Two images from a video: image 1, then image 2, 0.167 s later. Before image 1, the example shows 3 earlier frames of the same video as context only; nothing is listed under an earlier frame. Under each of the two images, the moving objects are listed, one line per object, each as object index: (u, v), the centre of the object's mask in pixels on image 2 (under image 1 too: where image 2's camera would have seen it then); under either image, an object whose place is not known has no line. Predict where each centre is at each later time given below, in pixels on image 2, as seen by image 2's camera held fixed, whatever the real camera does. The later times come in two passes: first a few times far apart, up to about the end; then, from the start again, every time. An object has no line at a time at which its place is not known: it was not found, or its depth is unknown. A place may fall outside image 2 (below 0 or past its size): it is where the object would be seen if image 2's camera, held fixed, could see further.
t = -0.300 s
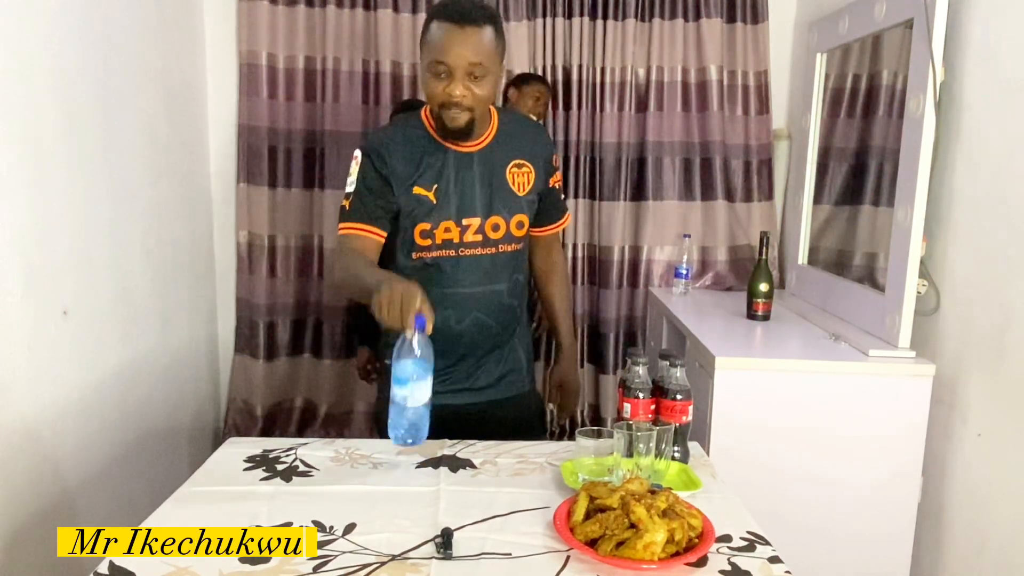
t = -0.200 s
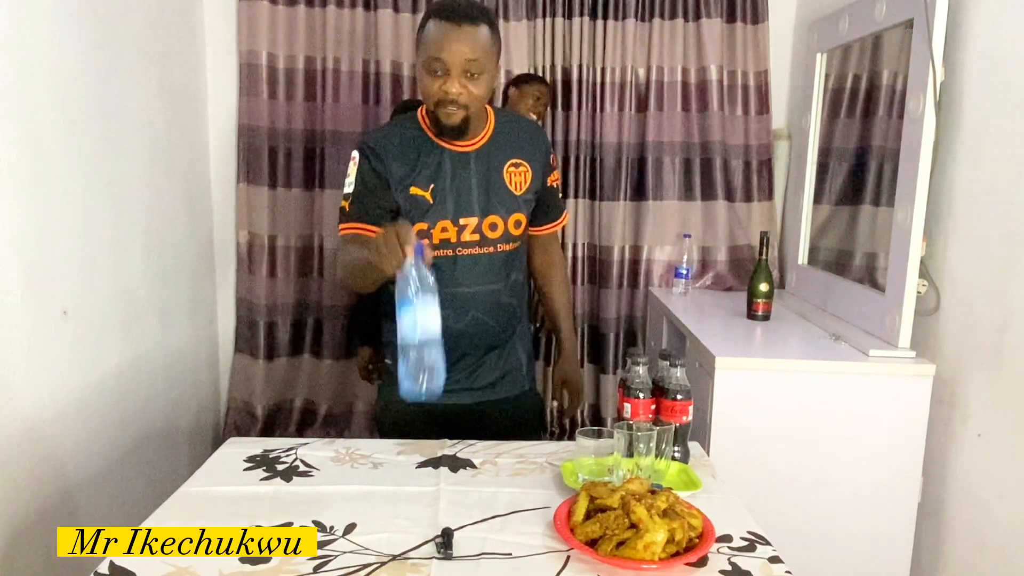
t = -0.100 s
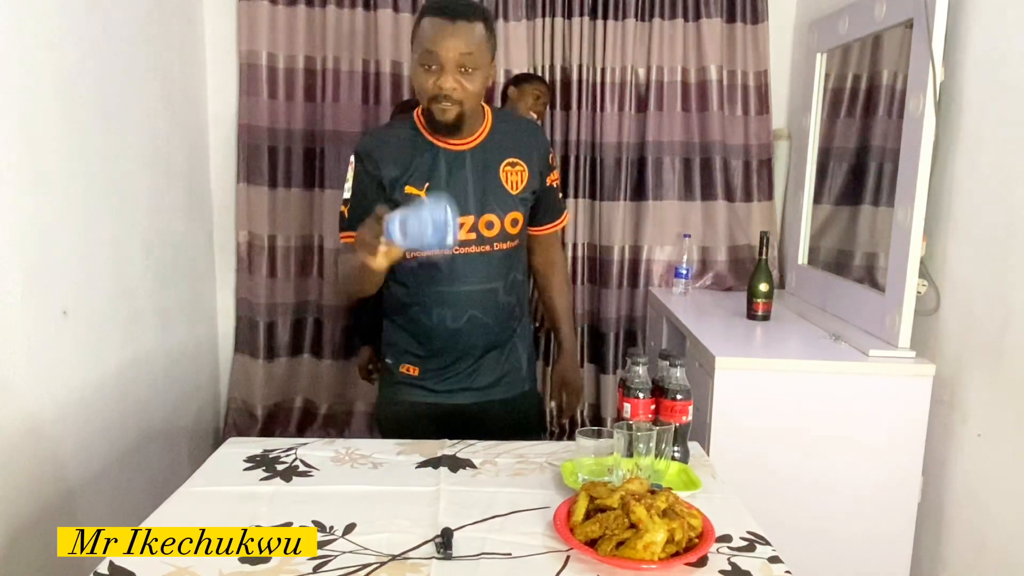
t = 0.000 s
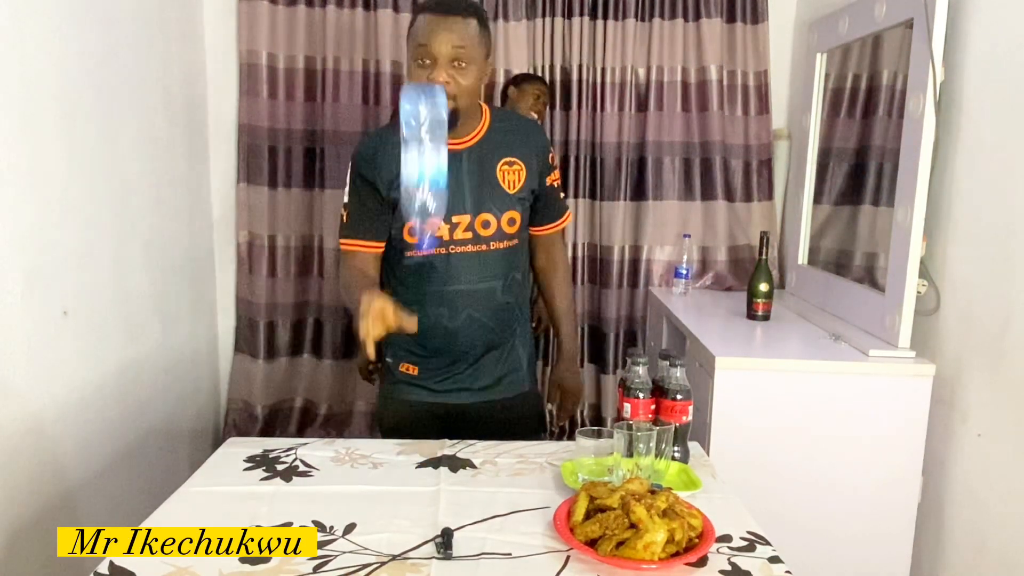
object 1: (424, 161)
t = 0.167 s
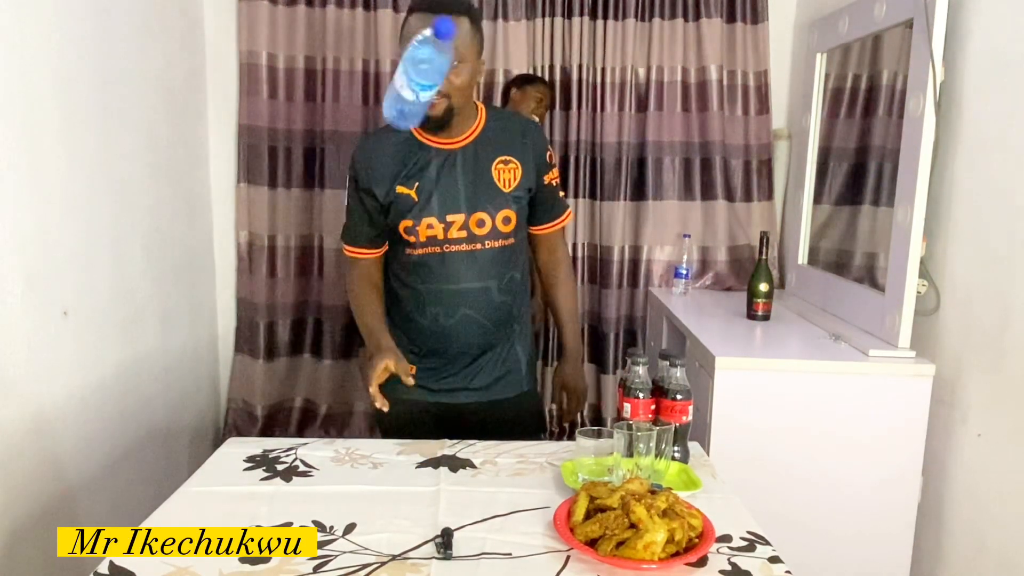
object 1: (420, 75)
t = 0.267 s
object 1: (407, 133)
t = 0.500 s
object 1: (385, 398)
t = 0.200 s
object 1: (415, 85)
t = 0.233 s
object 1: (410, 105)
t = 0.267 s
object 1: (407, 133)
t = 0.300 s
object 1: (404, 166)
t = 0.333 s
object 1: (401, 205)
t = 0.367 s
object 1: (398, 251)
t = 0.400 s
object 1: (396, 300)
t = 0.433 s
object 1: (394, 354)
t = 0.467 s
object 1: (391, 396)
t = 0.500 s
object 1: (385, 398)
